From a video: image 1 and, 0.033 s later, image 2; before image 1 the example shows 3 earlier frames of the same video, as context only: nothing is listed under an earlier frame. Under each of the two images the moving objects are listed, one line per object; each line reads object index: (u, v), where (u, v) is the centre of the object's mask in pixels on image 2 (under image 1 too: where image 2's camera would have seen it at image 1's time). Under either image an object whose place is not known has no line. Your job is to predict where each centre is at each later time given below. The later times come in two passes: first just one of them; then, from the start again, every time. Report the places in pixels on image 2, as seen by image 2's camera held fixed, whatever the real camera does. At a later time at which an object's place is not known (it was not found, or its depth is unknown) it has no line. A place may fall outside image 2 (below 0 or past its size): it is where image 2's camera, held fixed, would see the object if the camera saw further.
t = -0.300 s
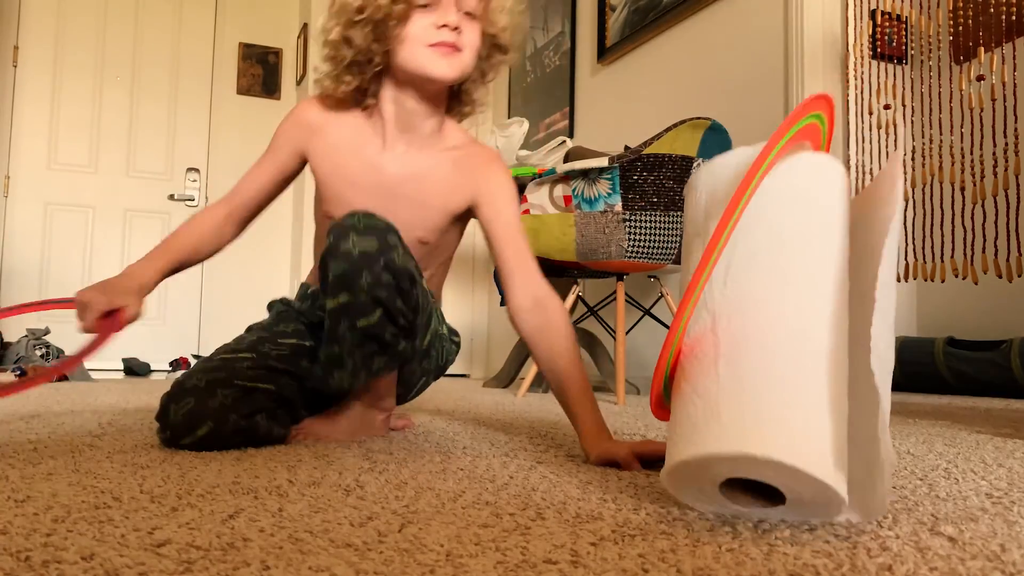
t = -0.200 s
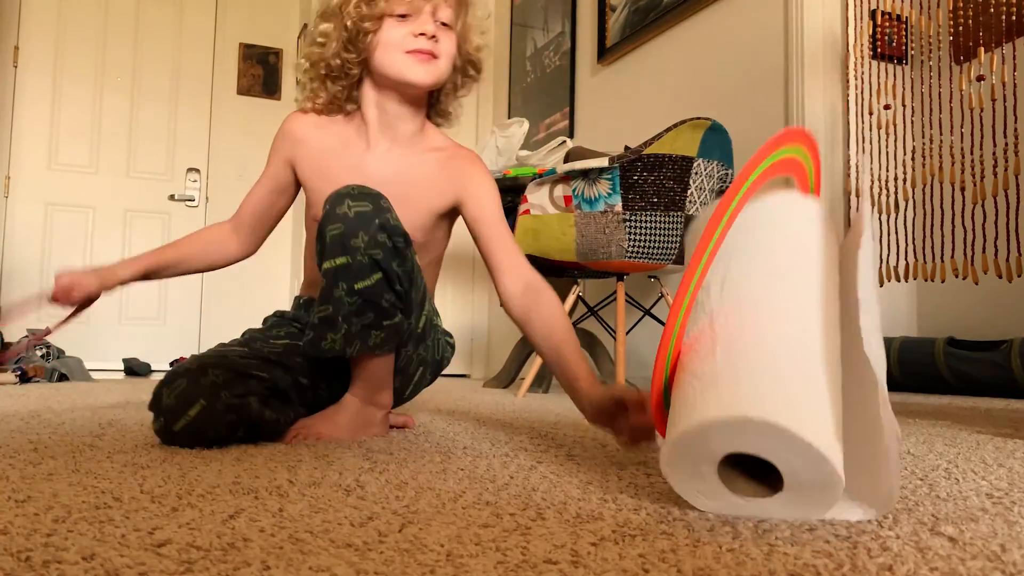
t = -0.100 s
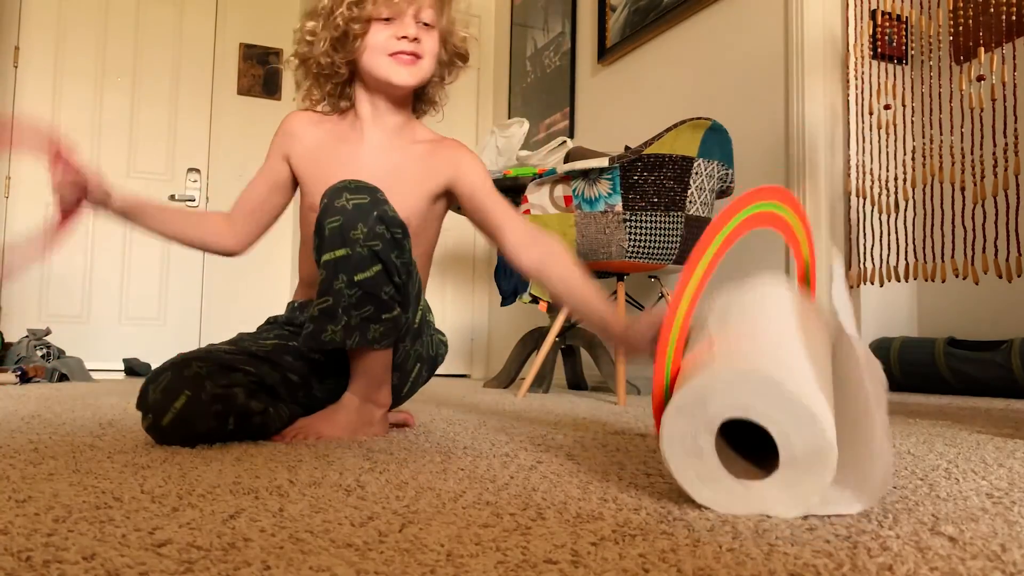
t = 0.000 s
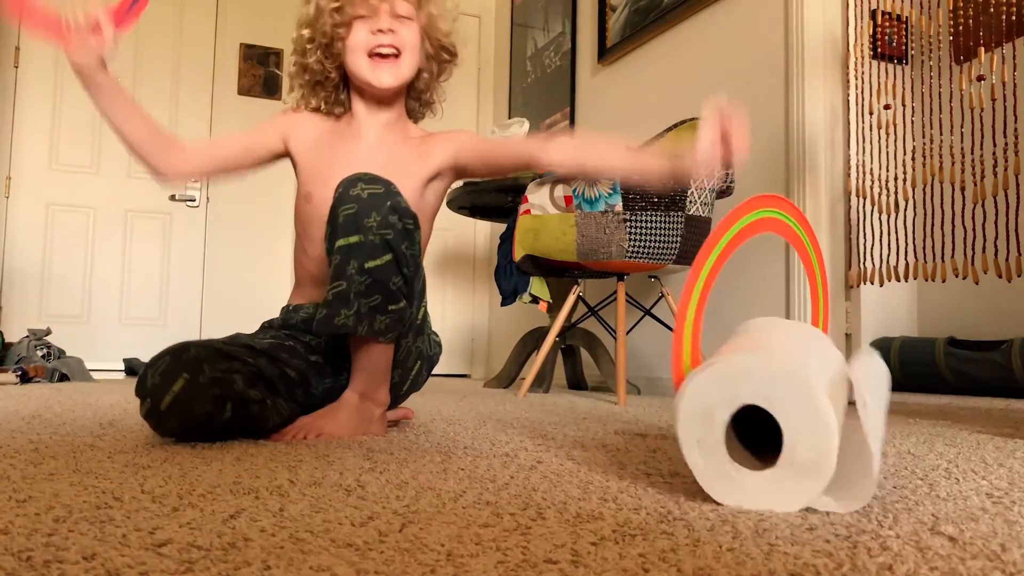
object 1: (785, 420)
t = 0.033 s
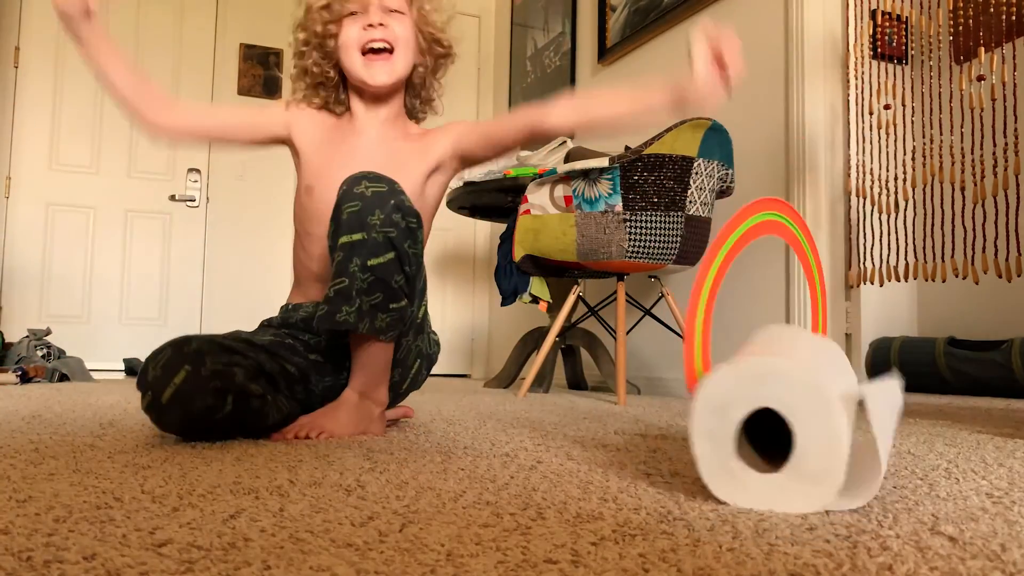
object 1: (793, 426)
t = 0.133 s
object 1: (836, 433)
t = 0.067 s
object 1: (802, 431)
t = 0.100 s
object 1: (817, 433)
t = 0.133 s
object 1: (836, 433)
